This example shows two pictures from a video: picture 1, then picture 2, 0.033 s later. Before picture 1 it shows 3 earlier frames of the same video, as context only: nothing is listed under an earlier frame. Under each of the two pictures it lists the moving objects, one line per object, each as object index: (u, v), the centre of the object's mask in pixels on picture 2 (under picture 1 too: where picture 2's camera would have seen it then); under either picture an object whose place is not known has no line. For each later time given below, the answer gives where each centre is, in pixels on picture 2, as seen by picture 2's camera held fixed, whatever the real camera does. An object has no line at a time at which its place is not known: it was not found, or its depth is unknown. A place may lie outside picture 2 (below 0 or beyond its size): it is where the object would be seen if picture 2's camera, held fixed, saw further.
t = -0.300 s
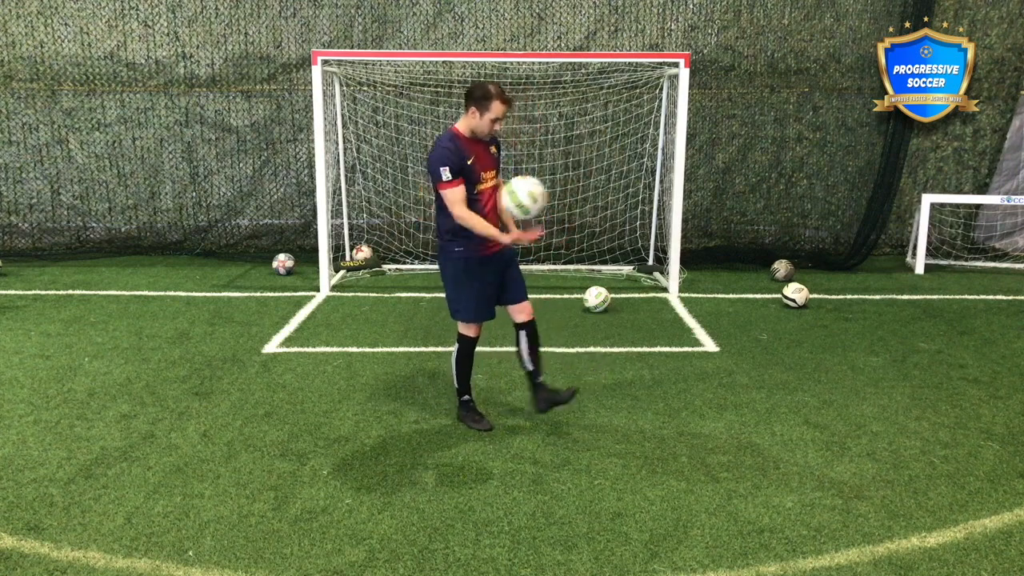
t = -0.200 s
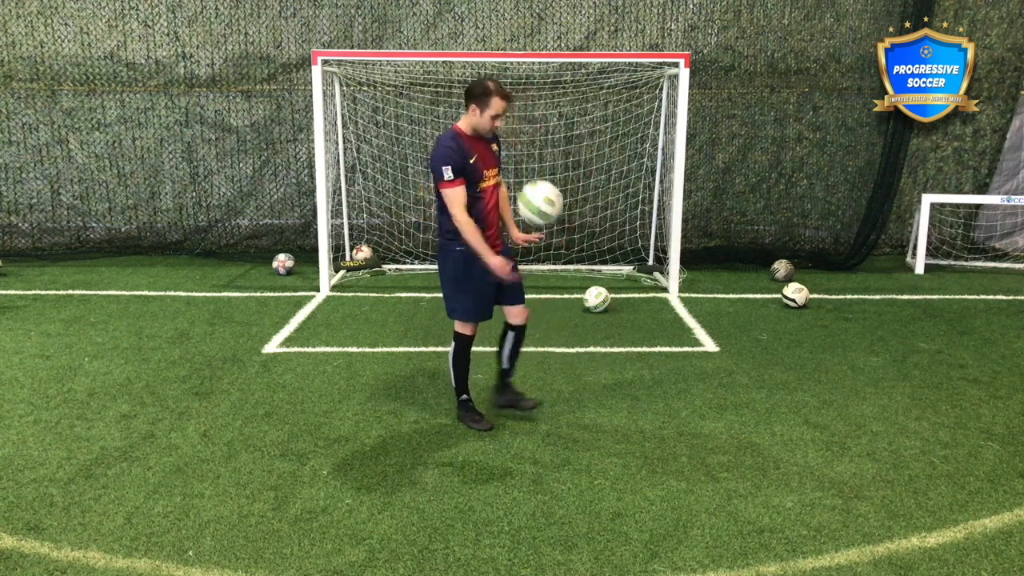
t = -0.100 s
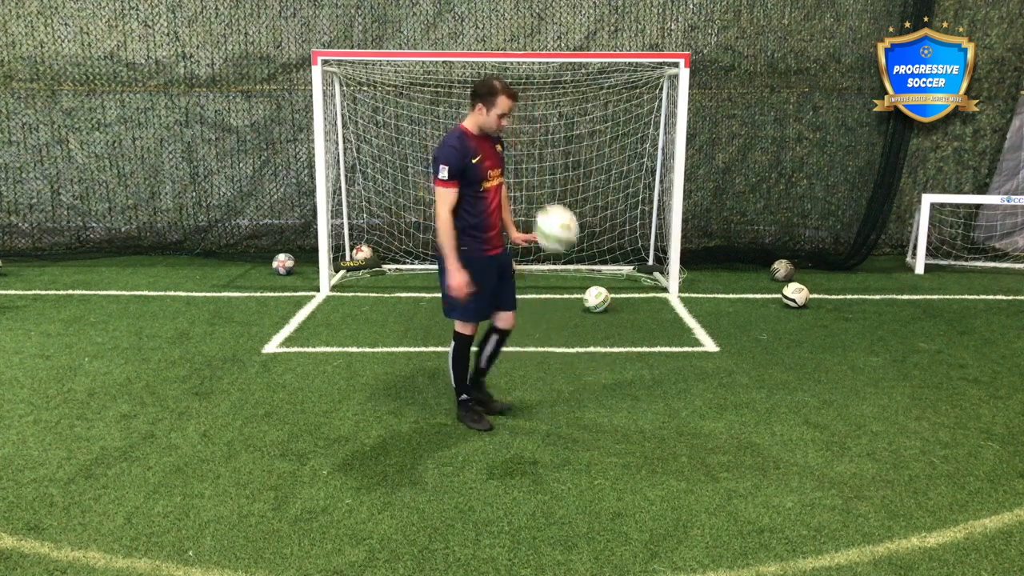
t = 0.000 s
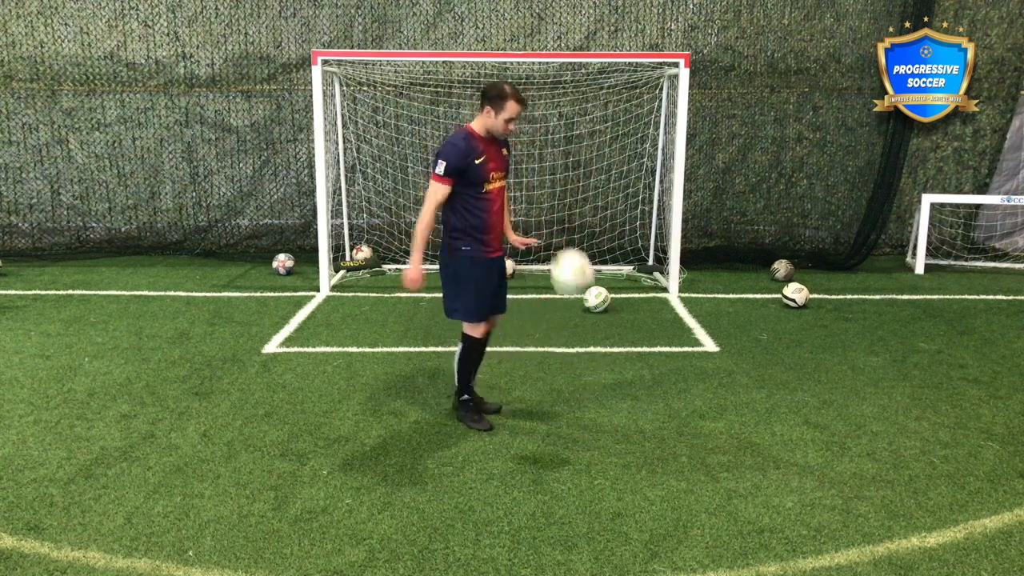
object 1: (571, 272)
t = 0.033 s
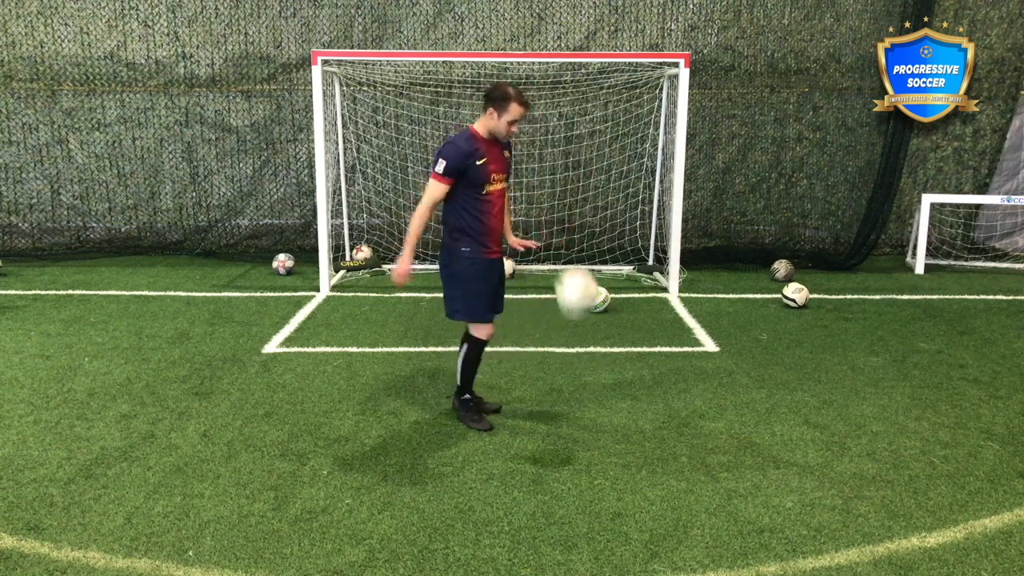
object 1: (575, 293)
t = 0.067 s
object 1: (581, 312)
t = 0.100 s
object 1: (586, 333)
